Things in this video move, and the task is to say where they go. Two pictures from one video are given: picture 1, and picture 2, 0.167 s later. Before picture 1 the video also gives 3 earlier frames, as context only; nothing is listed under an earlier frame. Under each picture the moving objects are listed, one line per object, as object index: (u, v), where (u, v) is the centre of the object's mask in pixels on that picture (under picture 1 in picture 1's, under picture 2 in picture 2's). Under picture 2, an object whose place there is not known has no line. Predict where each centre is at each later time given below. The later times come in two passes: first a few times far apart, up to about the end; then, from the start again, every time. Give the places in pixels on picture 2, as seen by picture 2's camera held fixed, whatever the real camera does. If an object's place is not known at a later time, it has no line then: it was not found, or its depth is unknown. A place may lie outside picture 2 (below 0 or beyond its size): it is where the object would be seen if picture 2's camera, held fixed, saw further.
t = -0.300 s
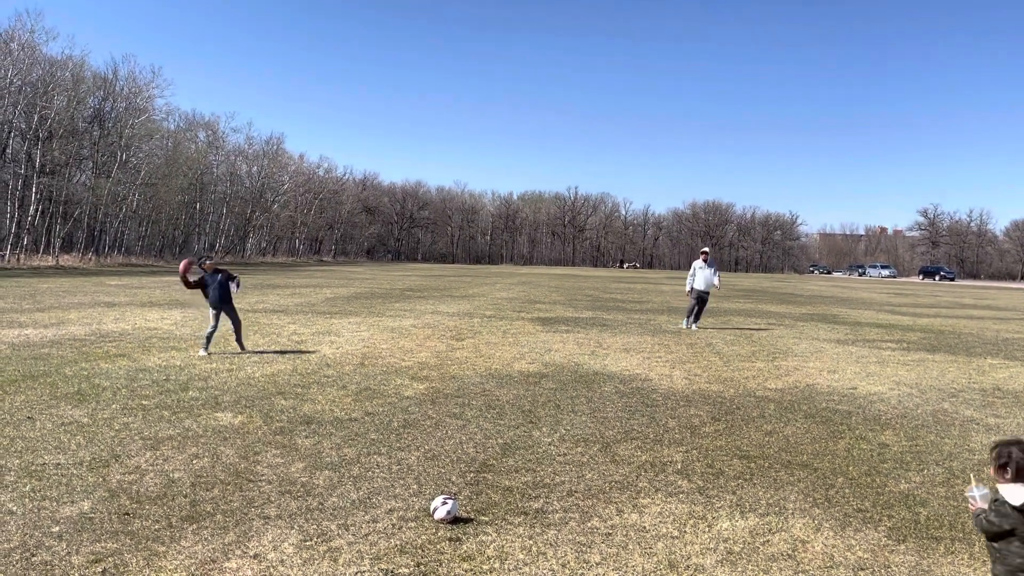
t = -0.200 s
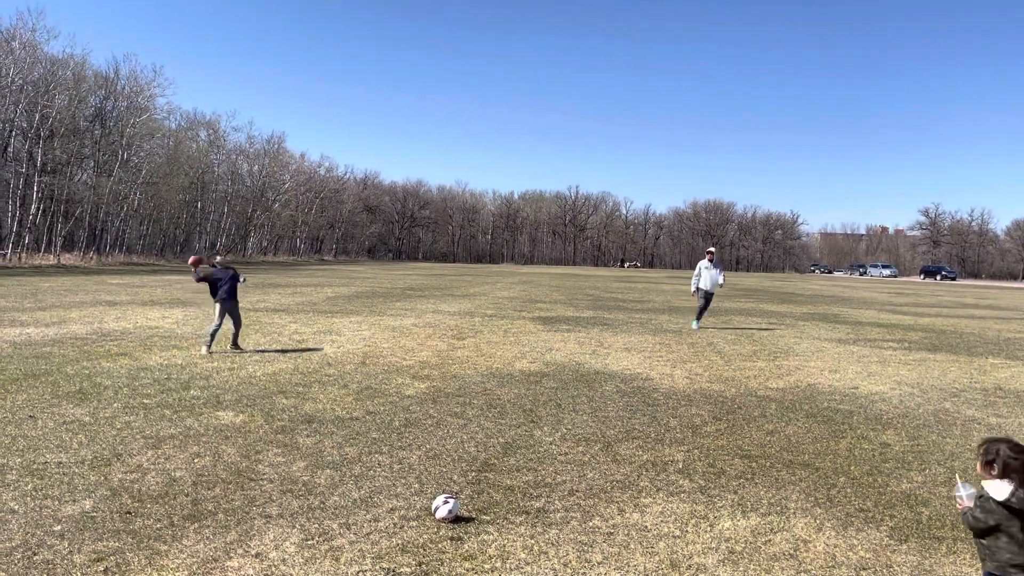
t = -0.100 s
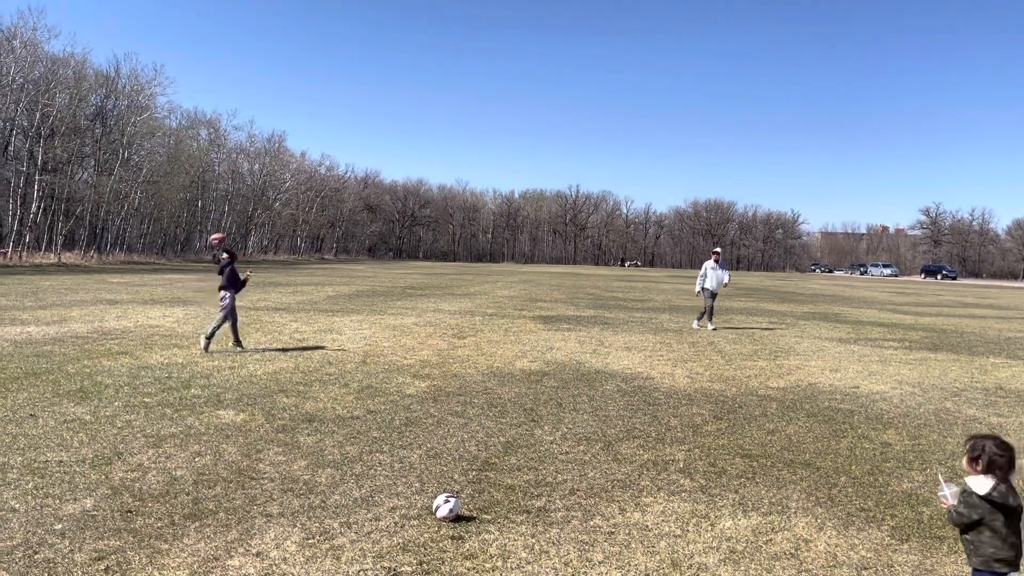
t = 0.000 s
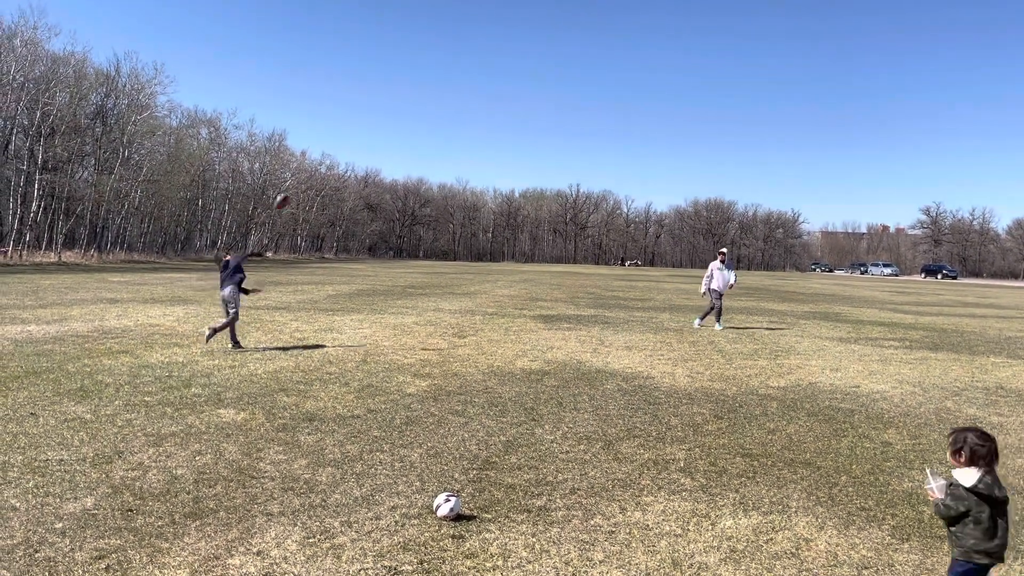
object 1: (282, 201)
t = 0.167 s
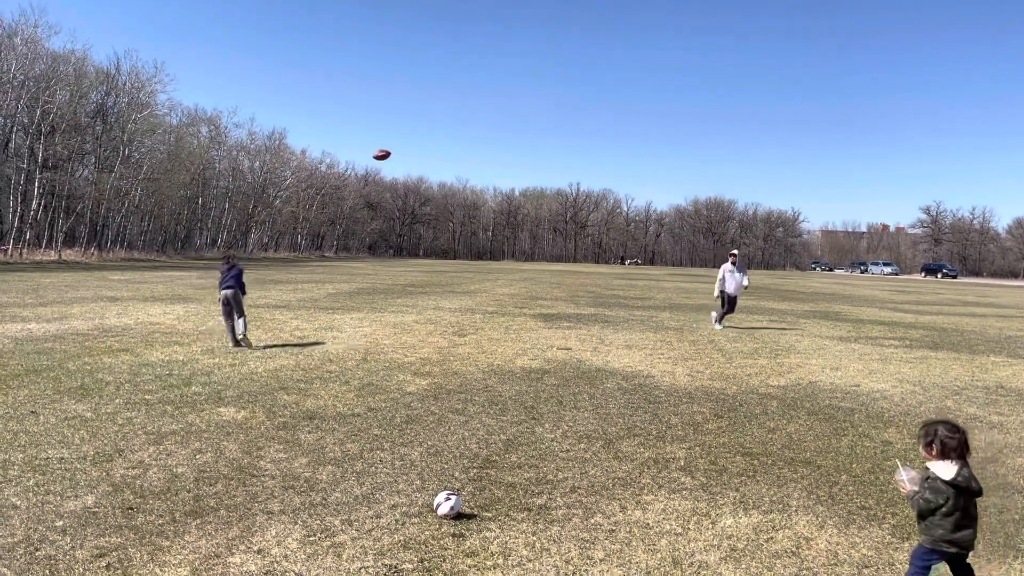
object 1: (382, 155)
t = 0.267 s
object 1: (437, 138)
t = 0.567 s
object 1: (580, 122)
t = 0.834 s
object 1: (691, 148)
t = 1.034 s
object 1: (766, 190)
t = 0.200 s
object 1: (400, 148)
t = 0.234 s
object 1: (419, 143)
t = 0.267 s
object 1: (437, 138)
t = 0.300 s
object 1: (454, 133)
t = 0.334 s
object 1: (470, 129)
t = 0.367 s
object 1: (487, 127)
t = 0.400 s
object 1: (503, 124)
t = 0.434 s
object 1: (519, 122)
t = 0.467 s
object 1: (535, 121)
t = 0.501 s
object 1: (550, 121)
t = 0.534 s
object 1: (565, 121)
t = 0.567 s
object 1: (580, 122)
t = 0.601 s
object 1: (595, 123)
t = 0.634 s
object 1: (609, 125)
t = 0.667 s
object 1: (623, 128)
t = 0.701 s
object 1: (637, 130)
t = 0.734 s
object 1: (650, 134)
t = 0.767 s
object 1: (664, 138)
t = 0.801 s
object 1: (677, 143)
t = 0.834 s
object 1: (691, 148)
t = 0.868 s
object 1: (703, 153)
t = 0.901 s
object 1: (716, 160)
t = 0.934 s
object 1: (729, 167)
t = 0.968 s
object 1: (741, 174)
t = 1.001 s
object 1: (754, 182)
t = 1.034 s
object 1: (766, 190)
